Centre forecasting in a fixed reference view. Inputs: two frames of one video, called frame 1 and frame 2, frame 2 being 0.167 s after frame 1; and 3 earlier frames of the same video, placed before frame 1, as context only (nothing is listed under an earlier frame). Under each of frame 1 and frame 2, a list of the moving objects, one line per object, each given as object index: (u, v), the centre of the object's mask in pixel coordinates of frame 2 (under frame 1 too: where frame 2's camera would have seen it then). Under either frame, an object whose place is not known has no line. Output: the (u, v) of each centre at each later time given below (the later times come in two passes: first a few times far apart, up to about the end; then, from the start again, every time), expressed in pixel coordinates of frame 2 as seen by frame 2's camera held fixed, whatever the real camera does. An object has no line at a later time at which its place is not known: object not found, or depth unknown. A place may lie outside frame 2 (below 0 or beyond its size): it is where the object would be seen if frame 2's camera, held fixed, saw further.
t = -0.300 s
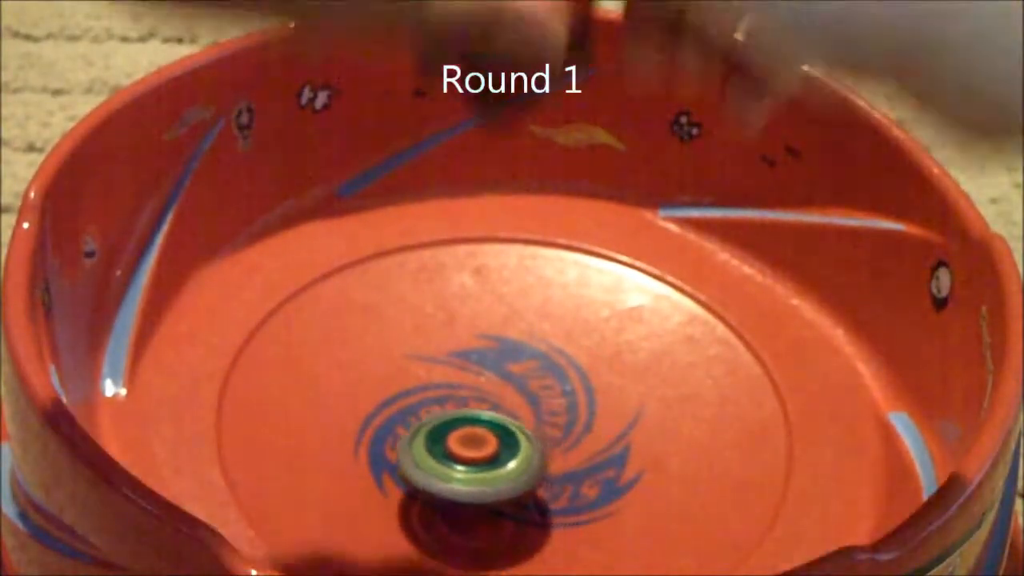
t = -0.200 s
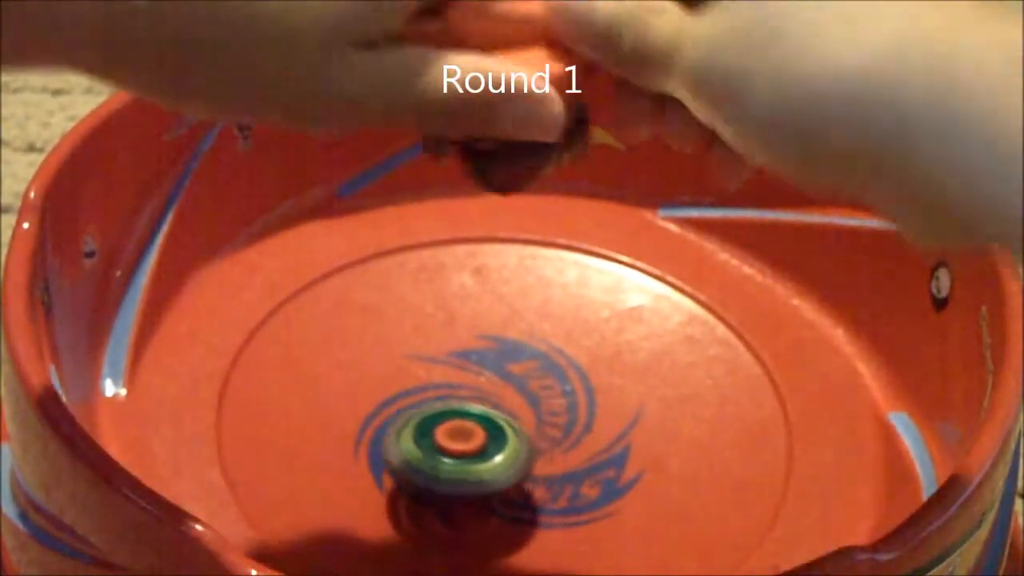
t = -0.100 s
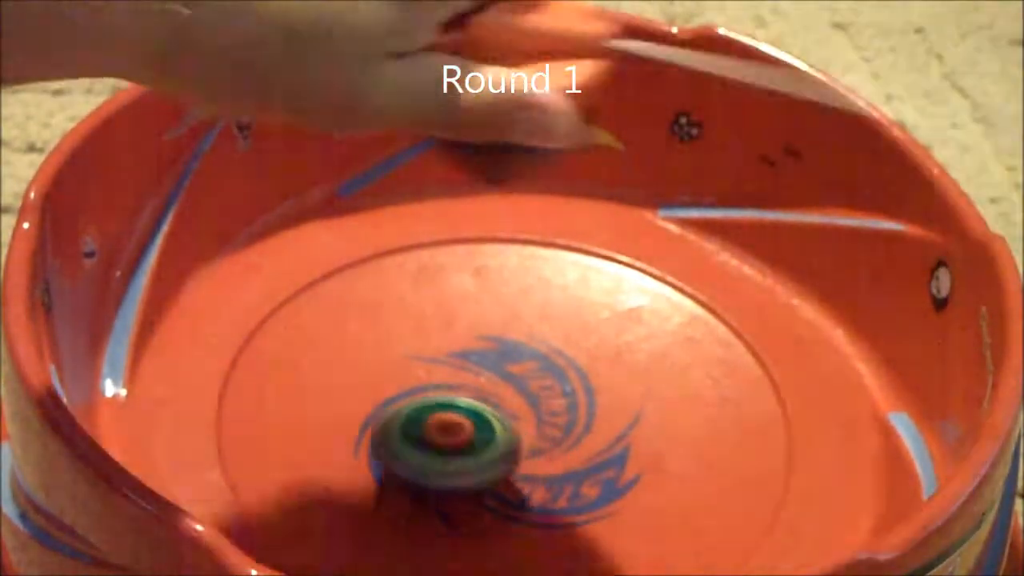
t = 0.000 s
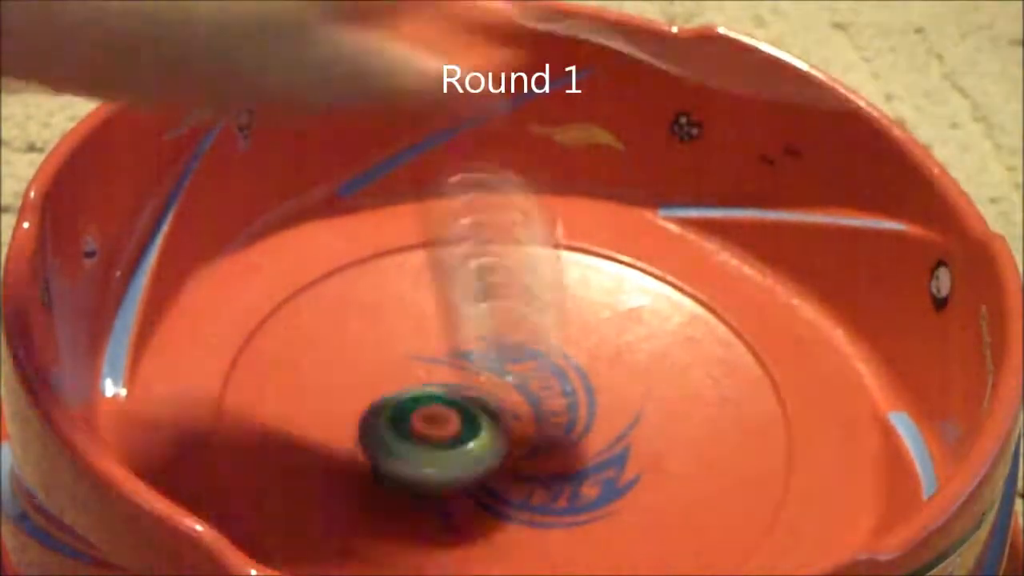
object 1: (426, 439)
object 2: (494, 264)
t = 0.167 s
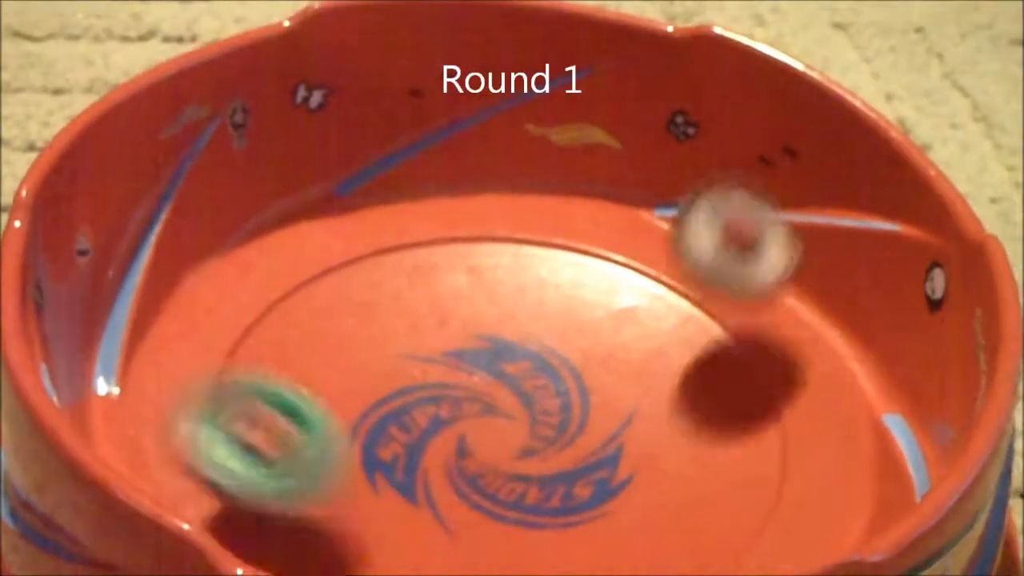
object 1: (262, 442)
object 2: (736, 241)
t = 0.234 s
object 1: (377, 446)
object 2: (686, 362)
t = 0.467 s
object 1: (460, 261)
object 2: (745, 496)
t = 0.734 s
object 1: (421, 245)
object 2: (535, 355)
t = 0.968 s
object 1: (451, 322)
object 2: (619, 249)
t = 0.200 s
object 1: (315, 472)
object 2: (717, 287)
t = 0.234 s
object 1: (377, 446)
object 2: (686, 362)
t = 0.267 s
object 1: (439, 440)
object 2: (657, 370)
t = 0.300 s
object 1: (498, 426)
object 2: (629, 396)
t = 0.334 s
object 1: (494, 390)
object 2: (668, 422)
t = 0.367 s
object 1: (481, 353)
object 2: (709, 466)
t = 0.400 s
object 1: (472, 318)
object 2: (745, 480)
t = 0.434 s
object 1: (466, 288)
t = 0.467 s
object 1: (460, 261)
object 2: (745, 496)
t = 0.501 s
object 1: (456, 242)
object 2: (715, 494)
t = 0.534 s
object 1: (451, 232)
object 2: (684, 486)
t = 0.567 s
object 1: (446, 228)
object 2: (650, 473)
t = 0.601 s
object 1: (440, 227)
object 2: (618, 455)
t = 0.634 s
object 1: (434, 229)
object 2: (589, 433)
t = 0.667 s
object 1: (429, 233)
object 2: (566, 410)
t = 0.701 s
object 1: (425, 238)
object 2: (546, 382)
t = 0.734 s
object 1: (421, 245)
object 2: (535, 355)
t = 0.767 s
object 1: (419, 254)
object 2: (536, 333)
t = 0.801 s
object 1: (419, 264)
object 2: (544, 314)
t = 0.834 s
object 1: (420, 274)
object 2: (562, 300)
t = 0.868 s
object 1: (424, 285)
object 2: (579, 287)
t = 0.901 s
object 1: (431, 299)
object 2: (595, 274)
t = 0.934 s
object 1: (440, 311)
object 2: (609, 262)
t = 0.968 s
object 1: (451, 322)
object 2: (619, 249)
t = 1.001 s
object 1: (465, 331)
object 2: (625, 241)
